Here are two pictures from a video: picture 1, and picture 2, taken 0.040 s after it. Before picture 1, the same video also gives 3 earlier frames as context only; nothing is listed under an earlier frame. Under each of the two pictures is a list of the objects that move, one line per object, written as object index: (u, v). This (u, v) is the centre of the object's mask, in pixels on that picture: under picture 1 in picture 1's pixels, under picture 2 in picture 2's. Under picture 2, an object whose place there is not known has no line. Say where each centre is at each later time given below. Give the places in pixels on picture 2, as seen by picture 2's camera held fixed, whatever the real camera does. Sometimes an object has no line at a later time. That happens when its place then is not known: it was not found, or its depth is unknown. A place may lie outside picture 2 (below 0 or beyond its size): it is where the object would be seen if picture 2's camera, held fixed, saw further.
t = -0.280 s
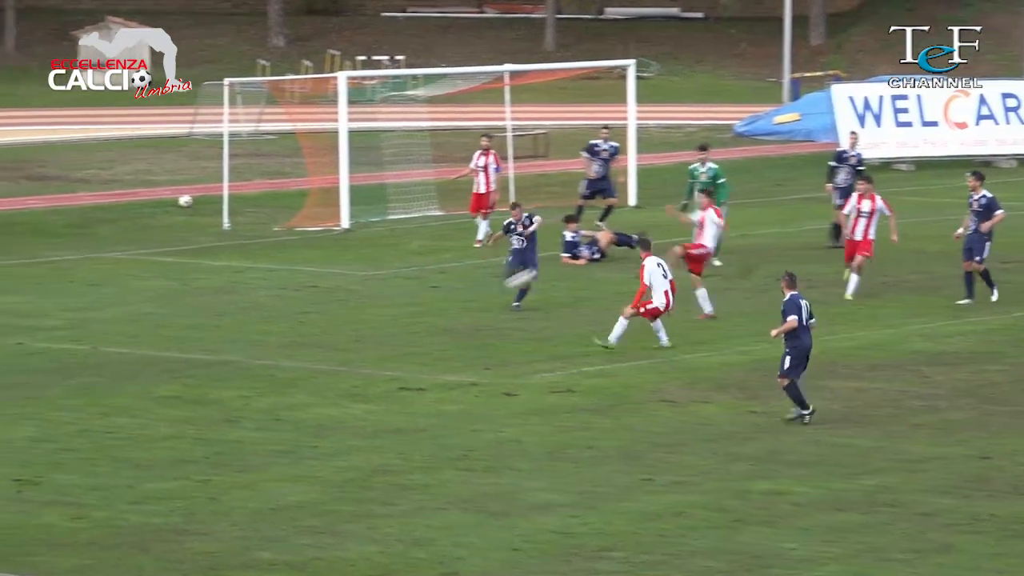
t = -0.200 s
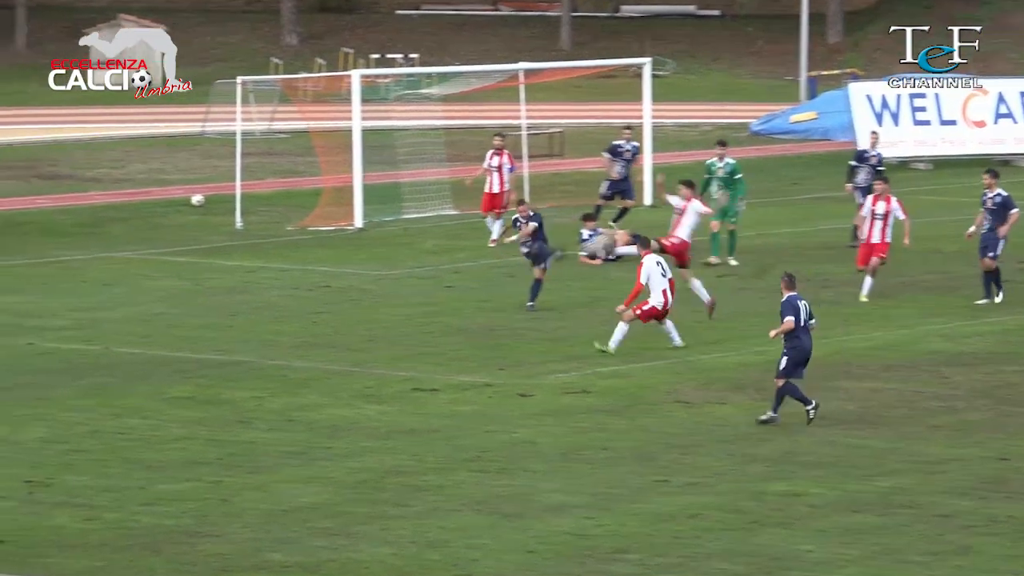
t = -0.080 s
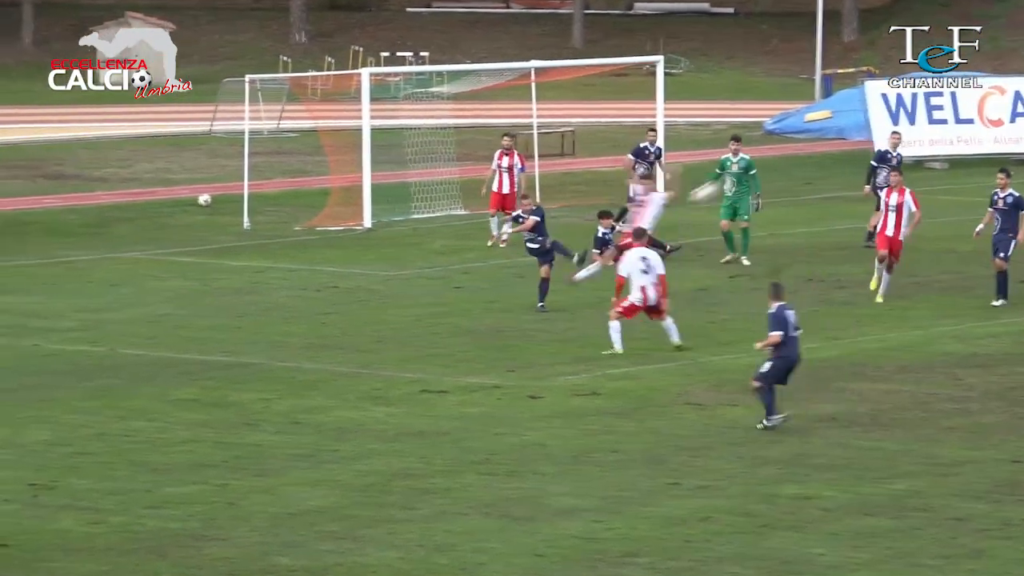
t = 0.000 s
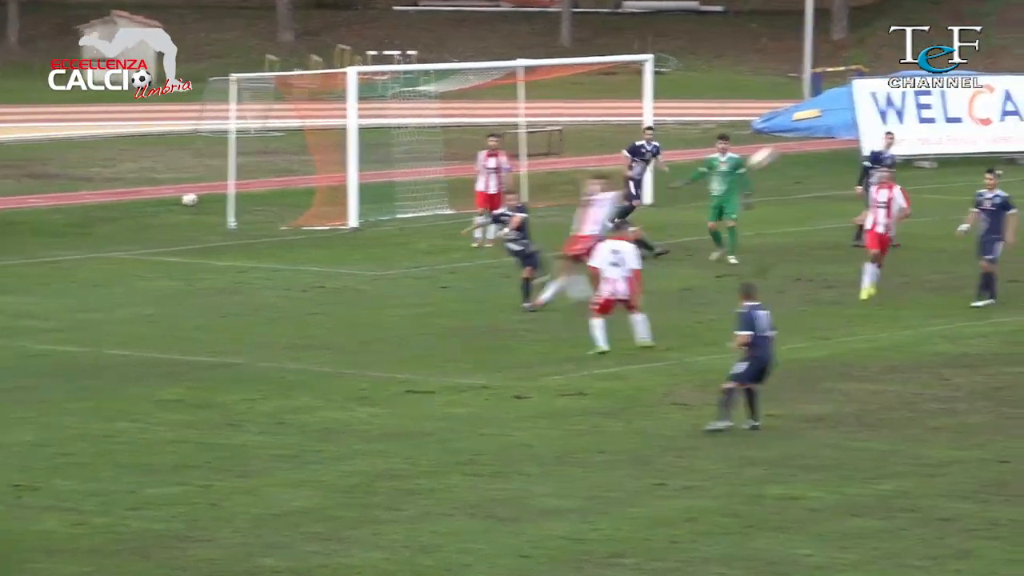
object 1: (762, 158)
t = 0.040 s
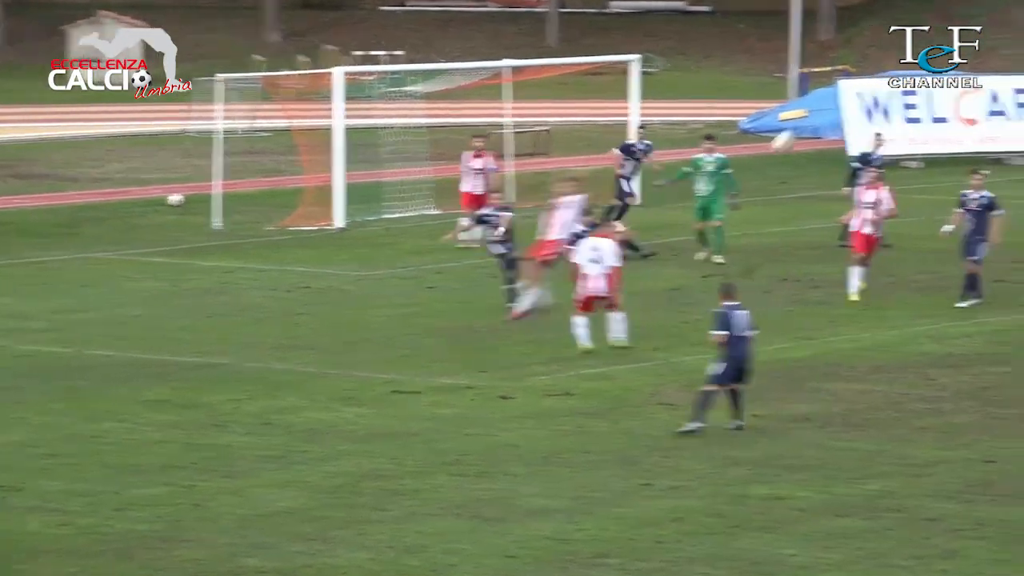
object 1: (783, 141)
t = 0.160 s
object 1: (895, 93)
